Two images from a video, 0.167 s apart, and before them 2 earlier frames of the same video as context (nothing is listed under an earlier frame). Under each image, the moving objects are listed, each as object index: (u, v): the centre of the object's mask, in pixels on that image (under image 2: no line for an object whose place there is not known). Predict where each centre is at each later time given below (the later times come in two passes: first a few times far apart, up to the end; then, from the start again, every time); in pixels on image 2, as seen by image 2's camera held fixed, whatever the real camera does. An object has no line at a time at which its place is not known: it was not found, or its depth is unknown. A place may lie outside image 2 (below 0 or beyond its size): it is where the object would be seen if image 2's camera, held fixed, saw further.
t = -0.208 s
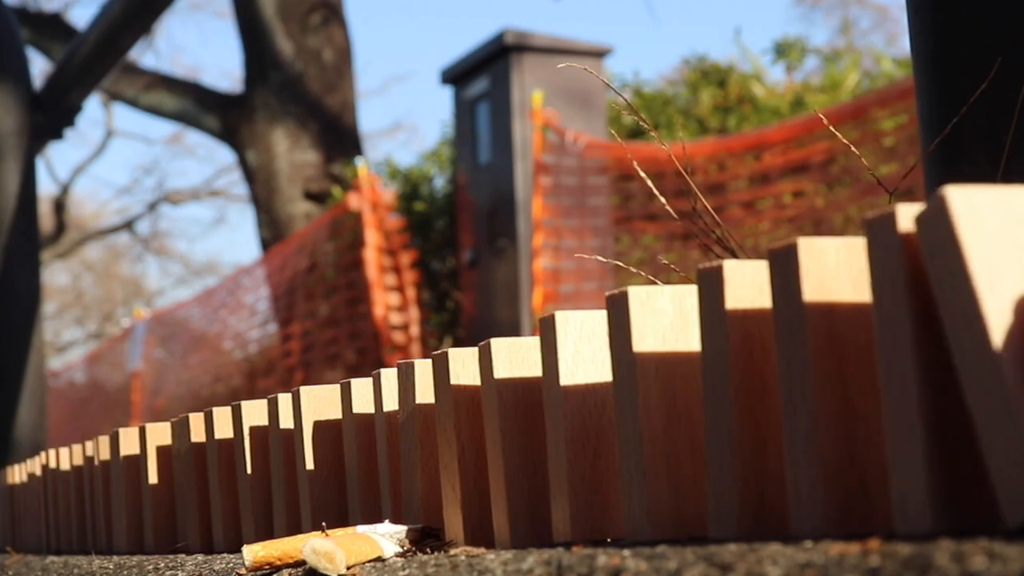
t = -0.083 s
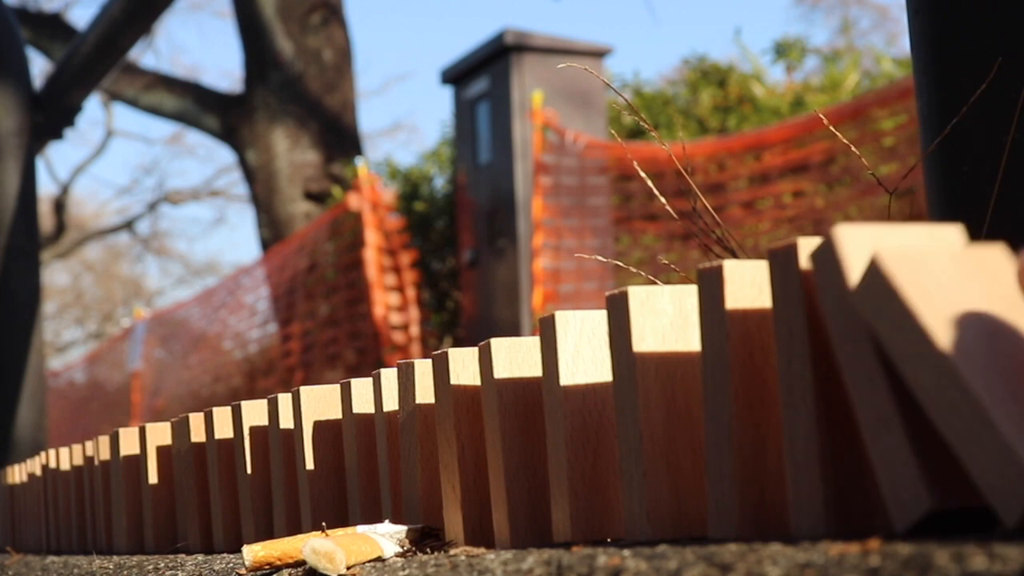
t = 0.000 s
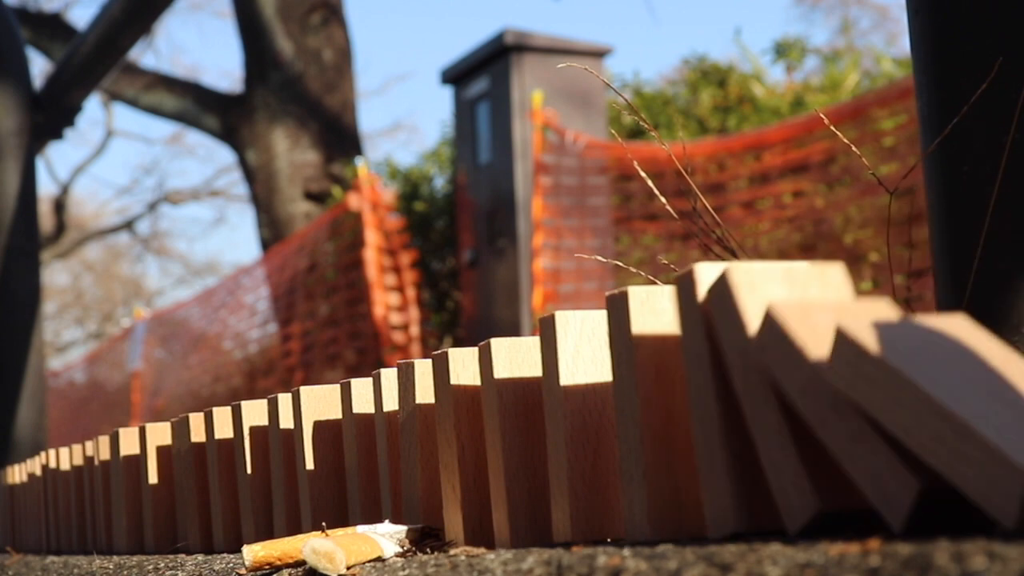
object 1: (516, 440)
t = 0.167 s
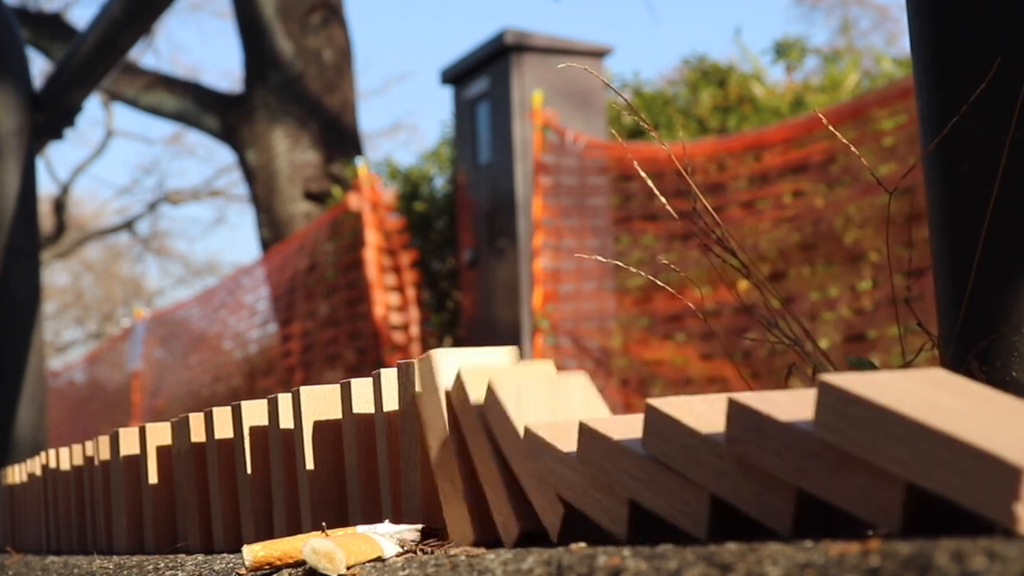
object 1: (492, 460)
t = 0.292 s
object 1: (477, 489)
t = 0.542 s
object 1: (480, 499)
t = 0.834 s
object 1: (479, 499)
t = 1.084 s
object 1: (480, 500)
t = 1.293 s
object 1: (481, 500)
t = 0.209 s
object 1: (485, 469)
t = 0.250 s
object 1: (481, 492)
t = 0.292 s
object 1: (477, 489)
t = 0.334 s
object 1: (480, 499)
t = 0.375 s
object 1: (480, 499)
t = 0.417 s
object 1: (480, 499)
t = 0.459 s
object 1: (480, 499)
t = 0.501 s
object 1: (480, 499)
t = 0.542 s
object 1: (480, 499)
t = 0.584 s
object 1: (480, 499)
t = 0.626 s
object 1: (480, 500)
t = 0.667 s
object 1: (480, 500)
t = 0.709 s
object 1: (480, 500)
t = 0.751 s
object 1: (480, 500)
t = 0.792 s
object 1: (480, 499)
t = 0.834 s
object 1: (479, 499)
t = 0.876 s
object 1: (478, 498)
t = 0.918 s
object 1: (479, 499)
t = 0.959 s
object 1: (480, 499)
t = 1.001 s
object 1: (480, 500)
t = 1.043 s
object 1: (480, 500)
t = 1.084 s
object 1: (480, 500)
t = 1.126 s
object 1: (481, 500)
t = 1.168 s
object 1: (481, 500)
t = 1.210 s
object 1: (481, 500)
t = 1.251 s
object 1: (481, 500)
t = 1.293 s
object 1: (481, 500)
